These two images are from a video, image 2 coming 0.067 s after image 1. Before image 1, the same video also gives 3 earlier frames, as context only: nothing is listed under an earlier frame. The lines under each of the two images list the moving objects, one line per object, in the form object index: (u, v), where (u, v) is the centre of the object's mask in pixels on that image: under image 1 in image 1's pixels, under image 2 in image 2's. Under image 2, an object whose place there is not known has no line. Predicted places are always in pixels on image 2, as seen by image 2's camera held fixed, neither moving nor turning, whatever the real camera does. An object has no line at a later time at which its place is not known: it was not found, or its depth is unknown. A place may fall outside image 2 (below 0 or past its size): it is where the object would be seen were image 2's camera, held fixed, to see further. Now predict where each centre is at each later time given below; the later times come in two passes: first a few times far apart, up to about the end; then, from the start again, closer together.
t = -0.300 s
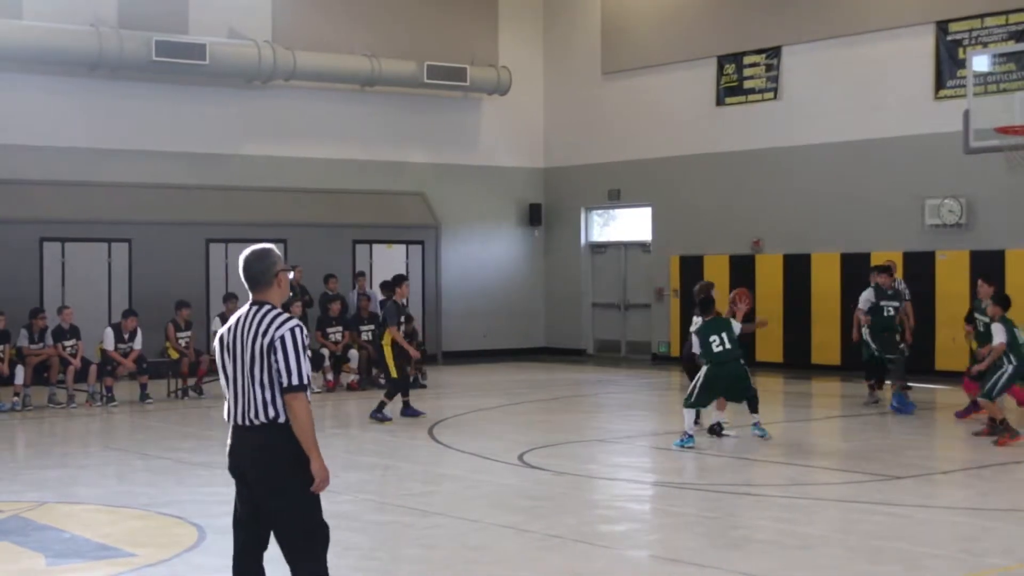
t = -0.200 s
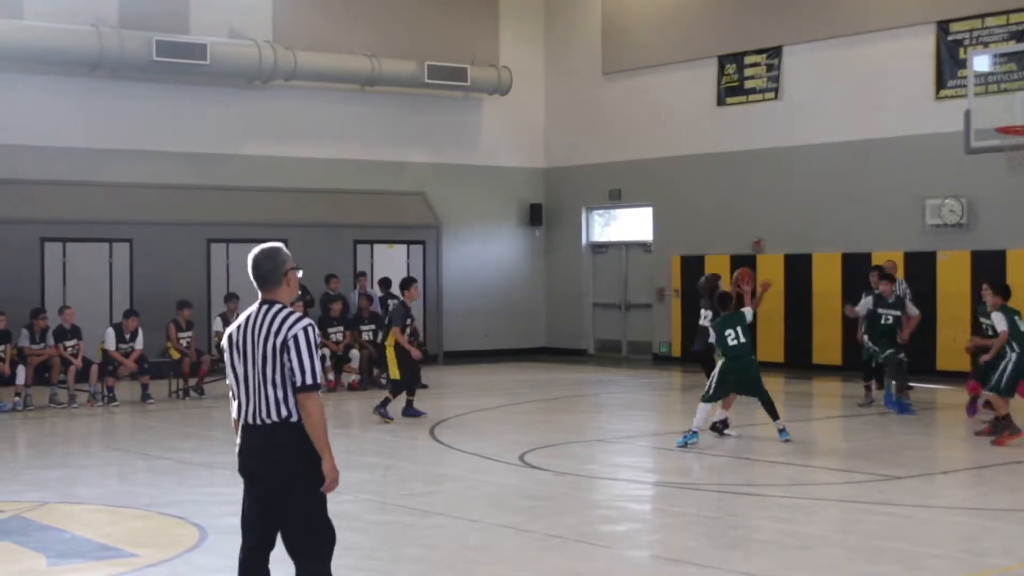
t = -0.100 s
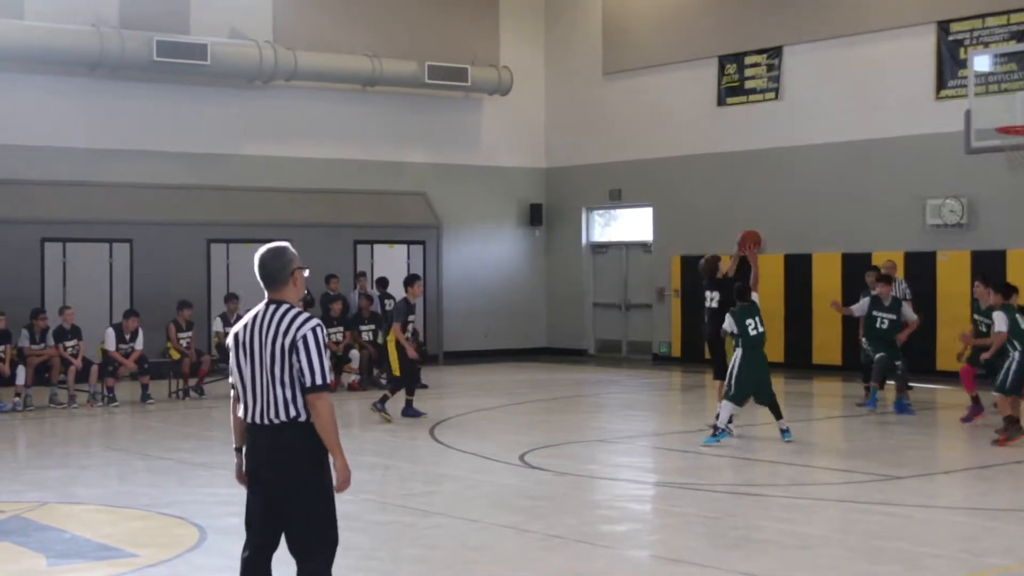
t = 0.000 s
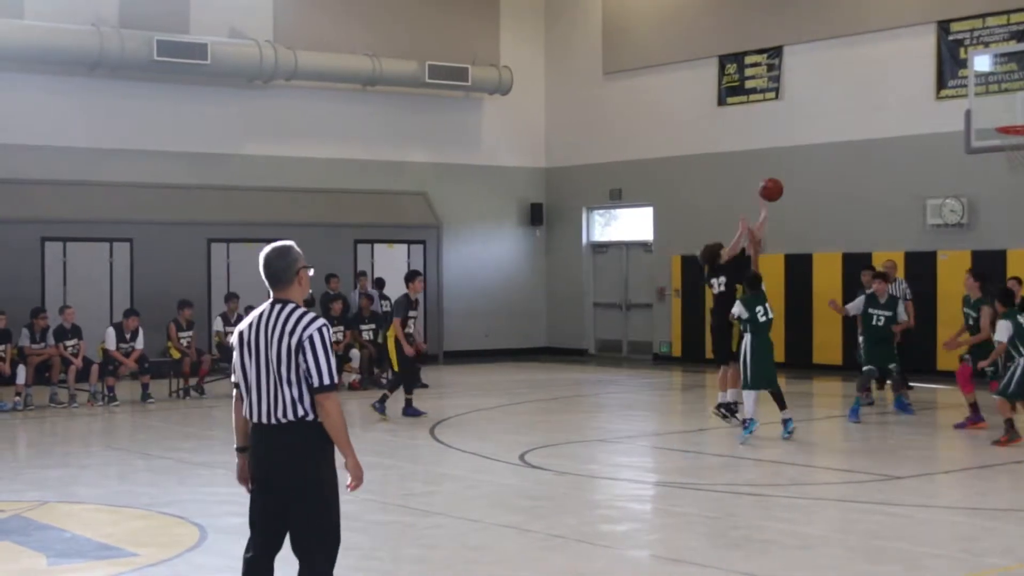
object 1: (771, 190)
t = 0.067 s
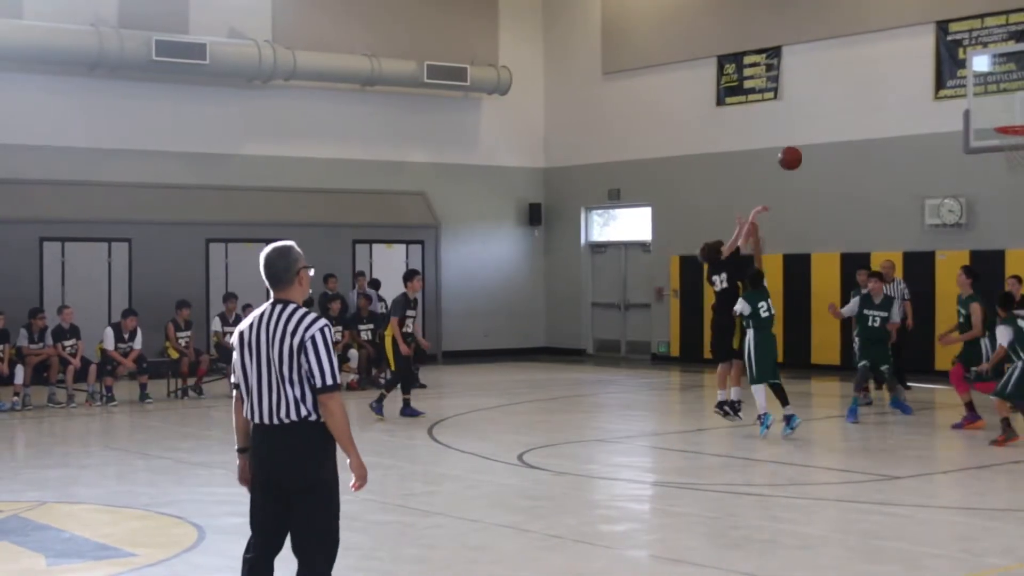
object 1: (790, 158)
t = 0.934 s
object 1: (1025, 113)
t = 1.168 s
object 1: (1009, 117)
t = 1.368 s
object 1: (992, 115)
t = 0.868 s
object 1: (1023, 116)
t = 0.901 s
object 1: (1025, 115)
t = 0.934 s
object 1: (1025, 113)
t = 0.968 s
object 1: (1026, 112)
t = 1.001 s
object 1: (1026, 112)
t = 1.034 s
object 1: (1026, 114)
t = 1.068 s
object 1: (1024, 113)
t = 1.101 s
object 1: (1021, 114)
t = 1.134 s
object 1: (1015, 115)
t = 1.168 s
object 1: (1009, 117)
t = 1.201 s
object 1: (1005, 116)
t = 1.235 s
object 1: (1002, 115)
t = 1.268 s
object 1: (1000, 114)
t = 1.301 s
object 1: (997, 115)
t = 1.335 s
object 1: (994, 116)
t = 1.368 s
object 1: (992, 115)
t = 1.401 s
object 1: (990, 114)
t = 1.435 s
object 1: (987, 115)
